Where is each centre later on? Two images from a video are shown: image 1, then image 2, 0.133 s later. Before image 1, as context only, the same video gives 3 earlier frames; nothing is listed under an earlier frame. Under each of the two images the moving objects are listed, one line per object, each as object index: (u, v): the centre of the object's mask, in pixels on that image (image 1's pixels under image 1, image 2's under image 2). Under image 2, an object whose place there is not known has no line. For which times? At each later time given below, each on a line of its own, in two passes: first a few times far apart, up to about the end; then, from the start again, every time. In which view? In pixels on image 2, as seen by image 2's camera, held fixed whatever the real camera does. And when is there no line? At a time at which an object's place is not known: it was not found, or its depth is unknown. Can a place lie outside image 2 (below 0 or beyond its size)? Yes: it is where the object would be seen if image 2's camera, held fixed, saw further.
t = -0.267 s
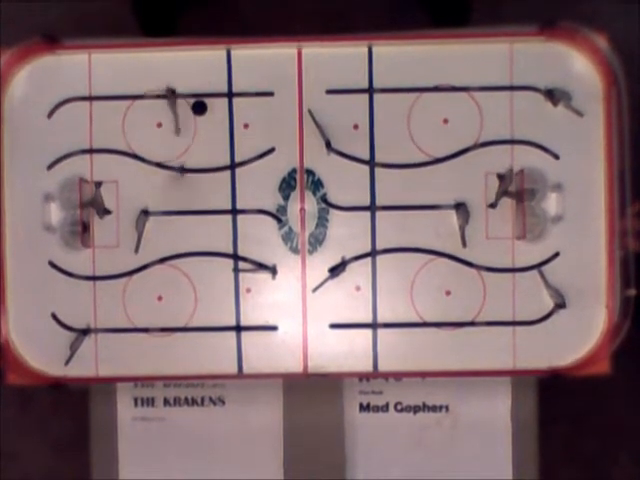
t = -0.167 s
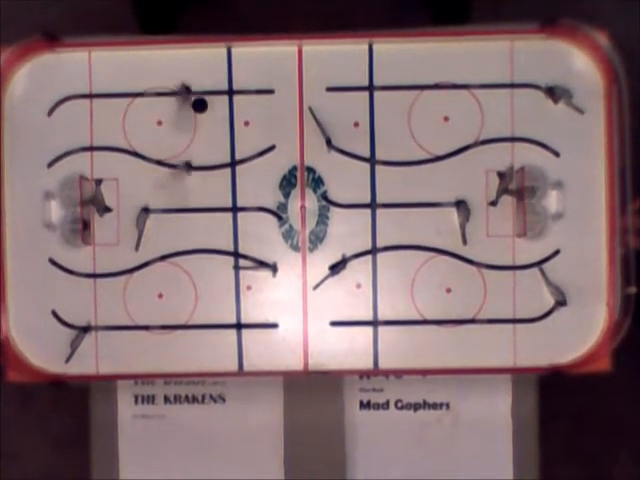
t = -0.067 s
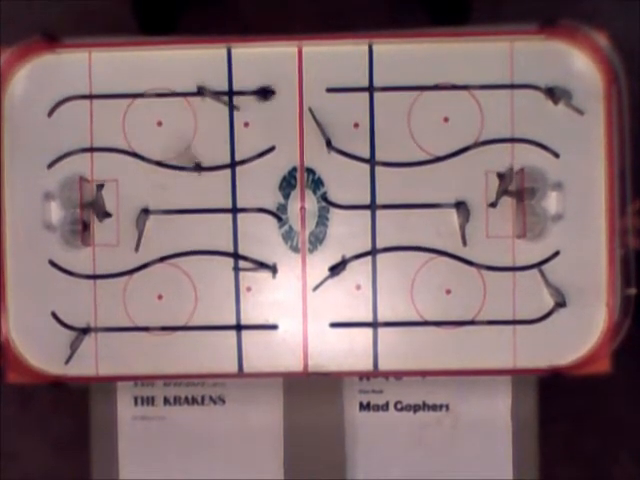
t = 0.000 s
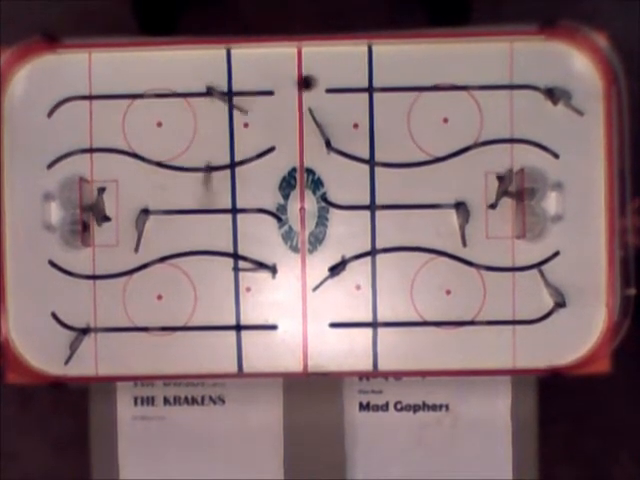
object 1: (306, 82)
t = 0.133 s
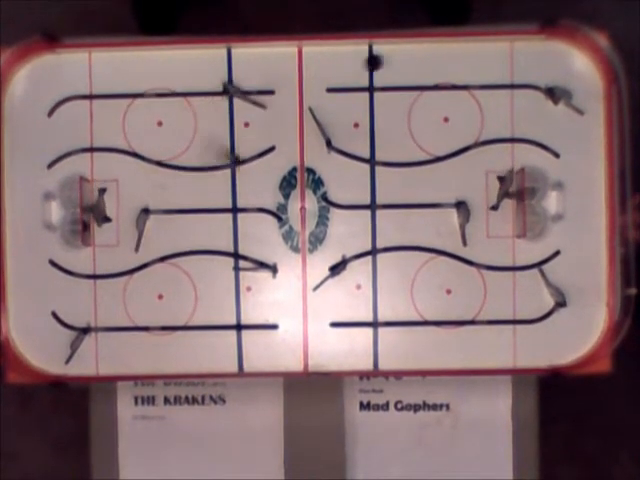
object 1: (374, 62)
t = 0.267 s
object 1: (421, 51)
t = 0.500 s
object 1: (459, 52)
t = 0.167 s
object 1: (388, 57)
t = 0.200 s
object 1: (400, 54)
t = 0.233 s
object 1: (411, 50)
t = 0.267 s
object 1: (421, 51)
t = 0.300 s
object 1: (430, 53)
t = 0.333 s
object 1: (438, 53)
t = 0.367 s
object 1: (445, 53)
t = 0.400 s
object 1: (450, 53)
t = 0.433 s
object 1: (455, 53)
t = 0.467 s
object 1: (457, 53)
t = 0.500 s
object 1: (459, 52)
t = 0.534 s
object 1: (460, 52)
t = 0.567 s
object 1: (461, 52)
